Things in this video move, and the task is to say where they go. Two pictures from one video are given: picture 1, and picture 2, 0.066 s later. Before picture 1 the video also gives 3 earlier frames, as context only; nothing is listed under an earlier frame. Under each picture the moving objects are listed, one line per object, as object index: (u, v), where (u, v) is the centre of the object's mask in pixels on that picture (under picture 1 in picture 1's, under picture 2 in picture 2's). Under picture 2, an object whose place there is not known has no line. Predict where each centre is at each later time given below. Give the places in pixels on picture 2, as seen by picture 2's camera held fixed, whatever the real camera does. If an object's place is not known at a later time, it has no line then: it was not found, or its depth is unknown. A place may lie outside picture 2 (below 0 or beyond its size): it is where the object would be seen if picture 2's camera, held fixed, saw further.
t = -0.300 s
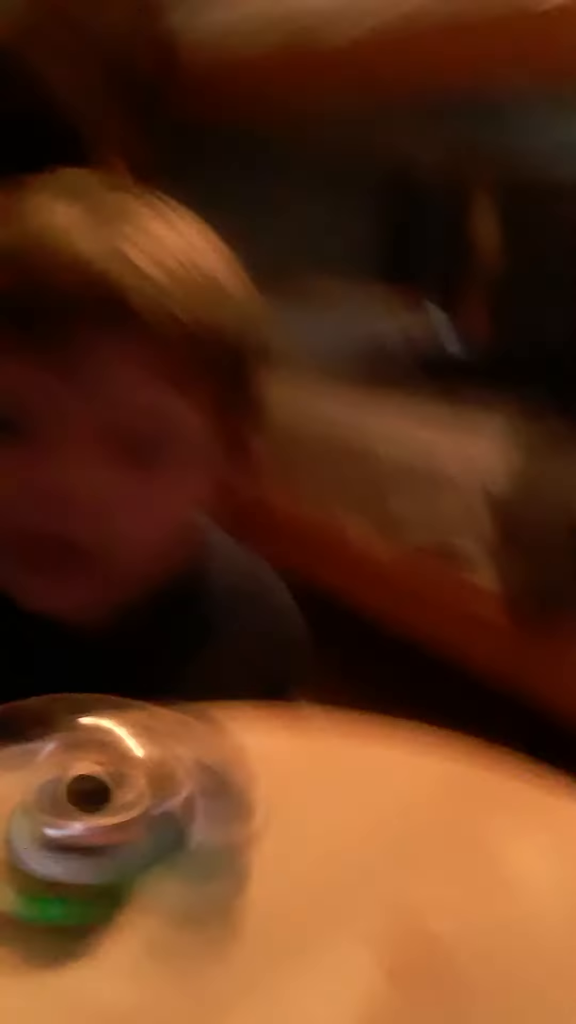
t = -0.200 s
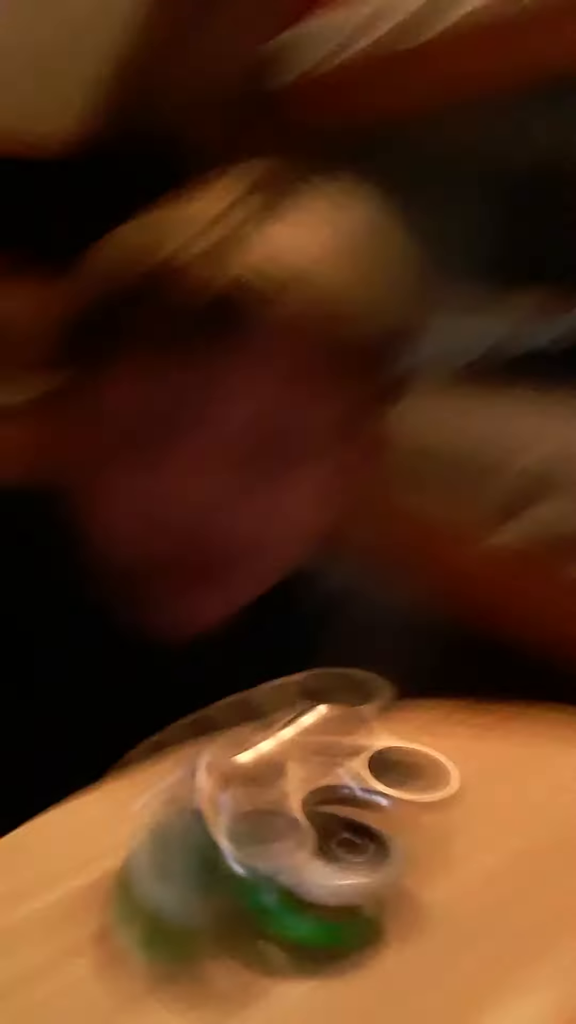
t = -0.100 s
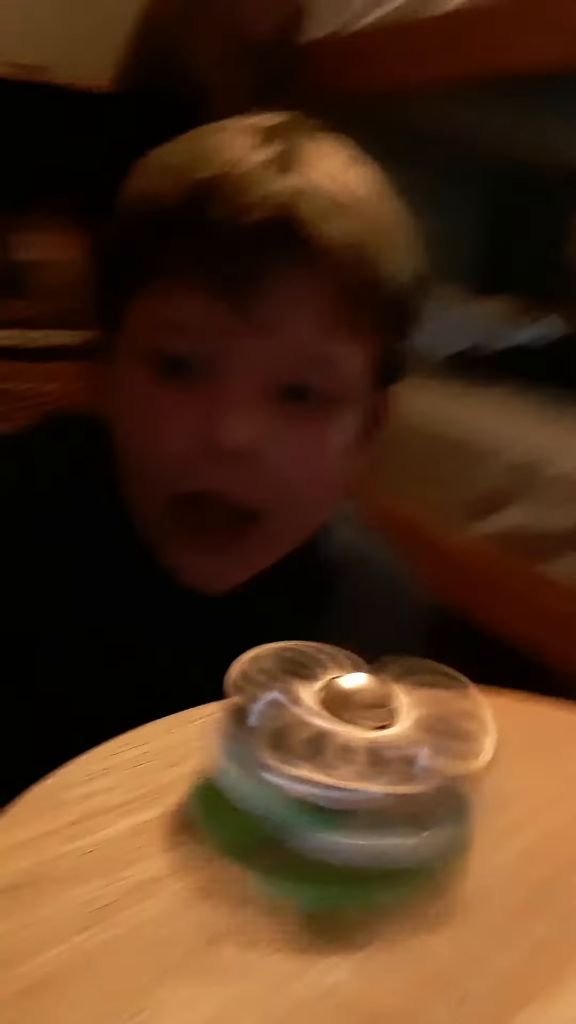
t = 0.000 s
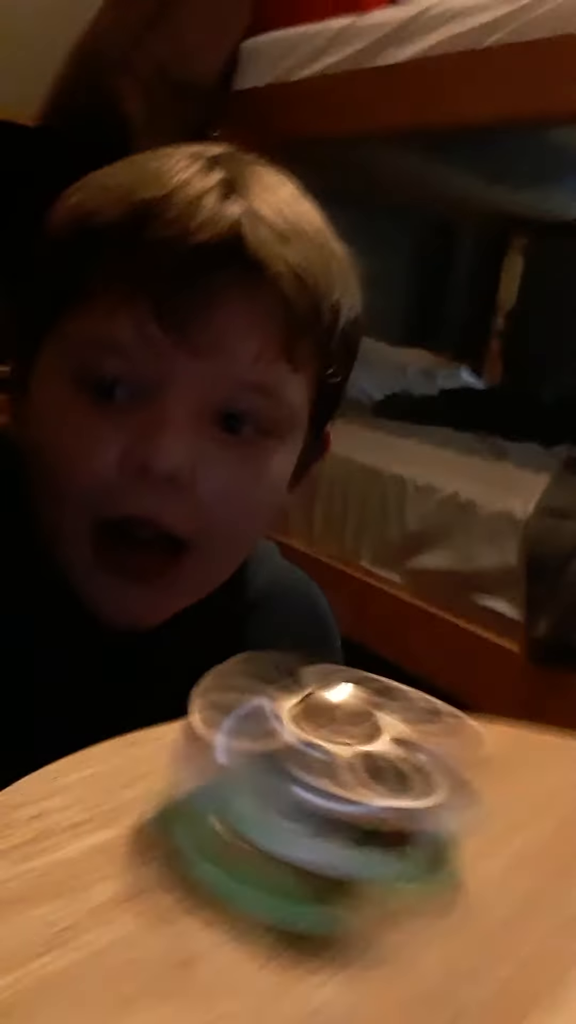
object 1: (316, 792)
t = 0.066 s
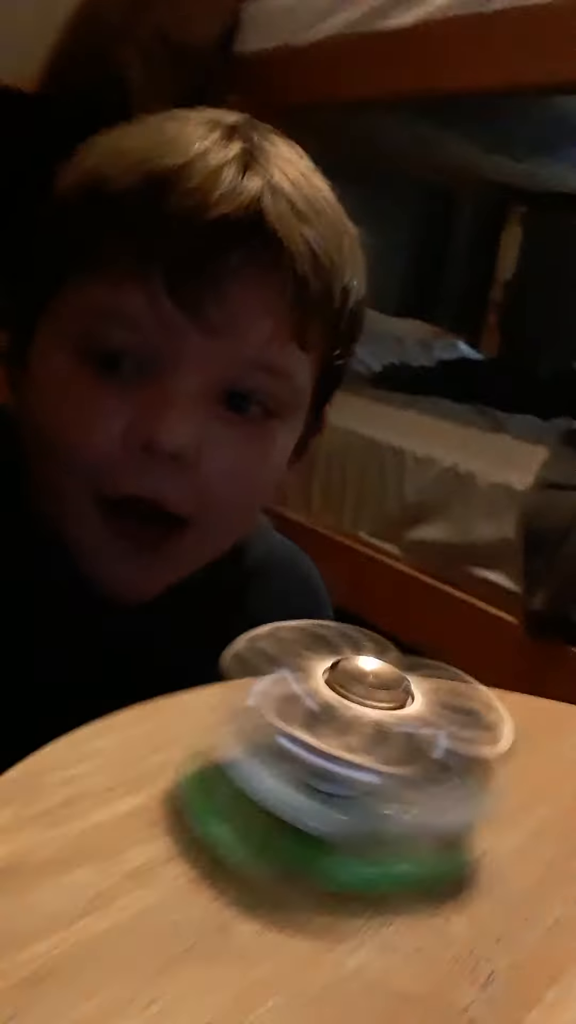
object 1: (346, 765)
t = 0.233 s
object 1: (355, 749)
